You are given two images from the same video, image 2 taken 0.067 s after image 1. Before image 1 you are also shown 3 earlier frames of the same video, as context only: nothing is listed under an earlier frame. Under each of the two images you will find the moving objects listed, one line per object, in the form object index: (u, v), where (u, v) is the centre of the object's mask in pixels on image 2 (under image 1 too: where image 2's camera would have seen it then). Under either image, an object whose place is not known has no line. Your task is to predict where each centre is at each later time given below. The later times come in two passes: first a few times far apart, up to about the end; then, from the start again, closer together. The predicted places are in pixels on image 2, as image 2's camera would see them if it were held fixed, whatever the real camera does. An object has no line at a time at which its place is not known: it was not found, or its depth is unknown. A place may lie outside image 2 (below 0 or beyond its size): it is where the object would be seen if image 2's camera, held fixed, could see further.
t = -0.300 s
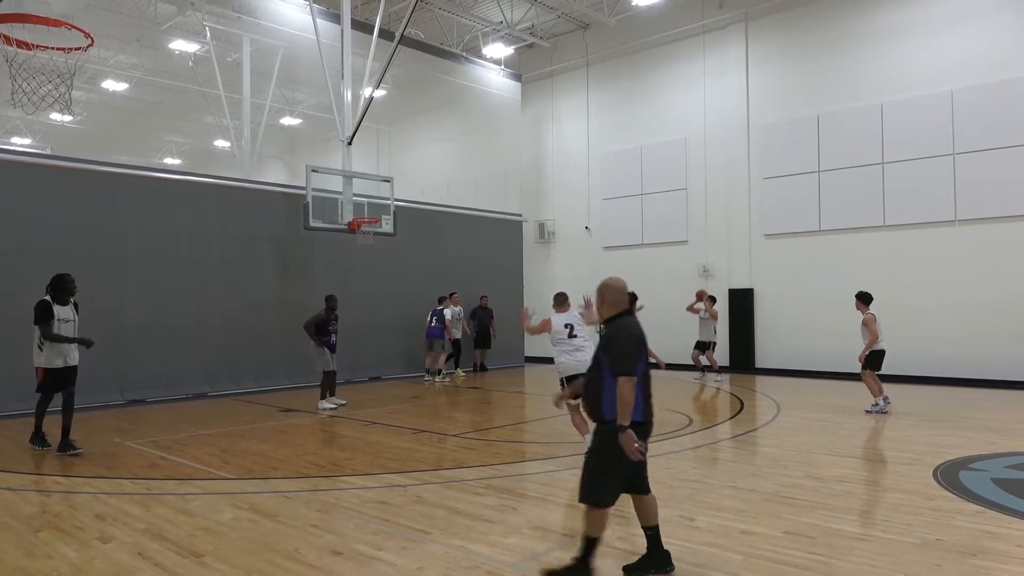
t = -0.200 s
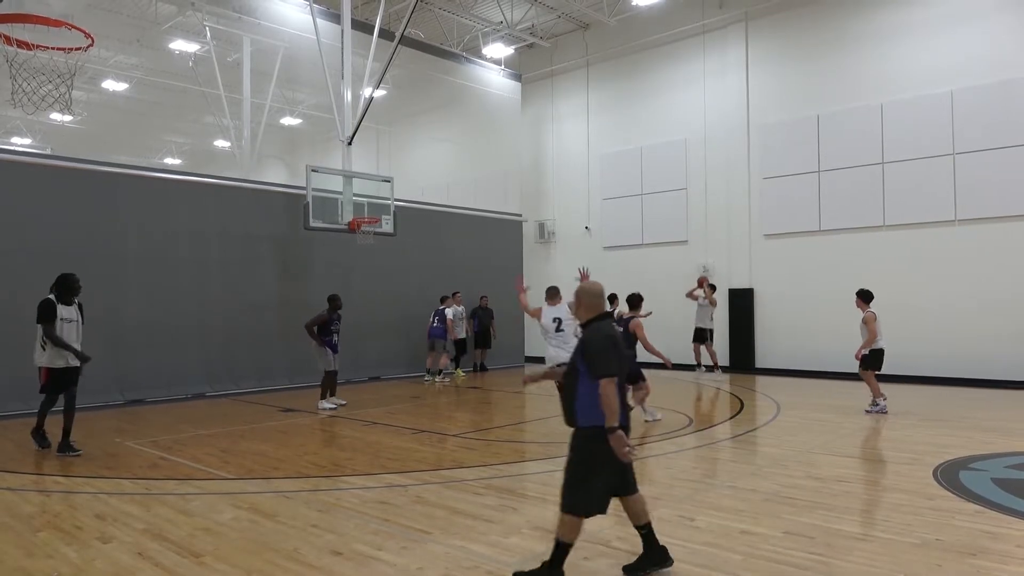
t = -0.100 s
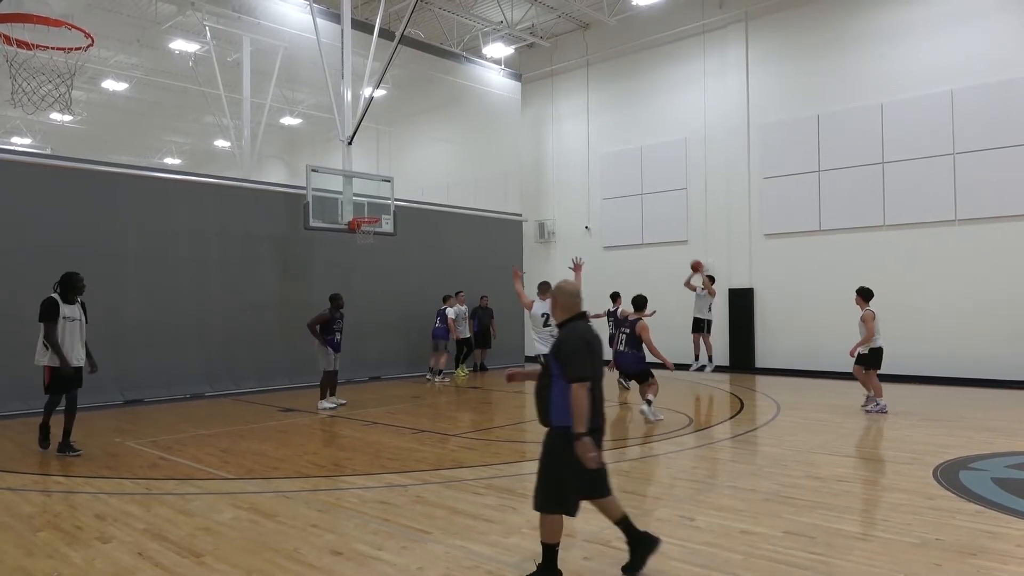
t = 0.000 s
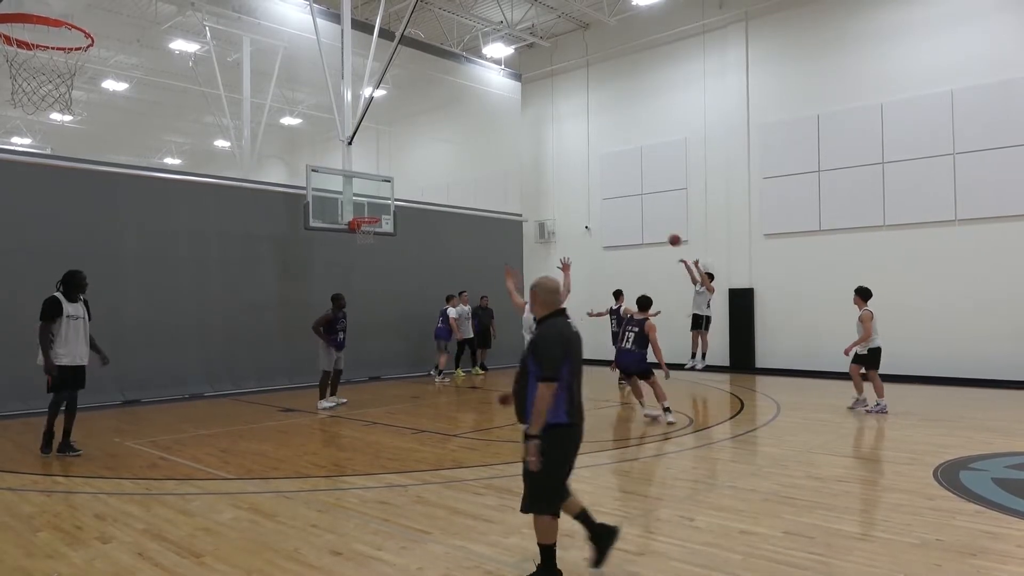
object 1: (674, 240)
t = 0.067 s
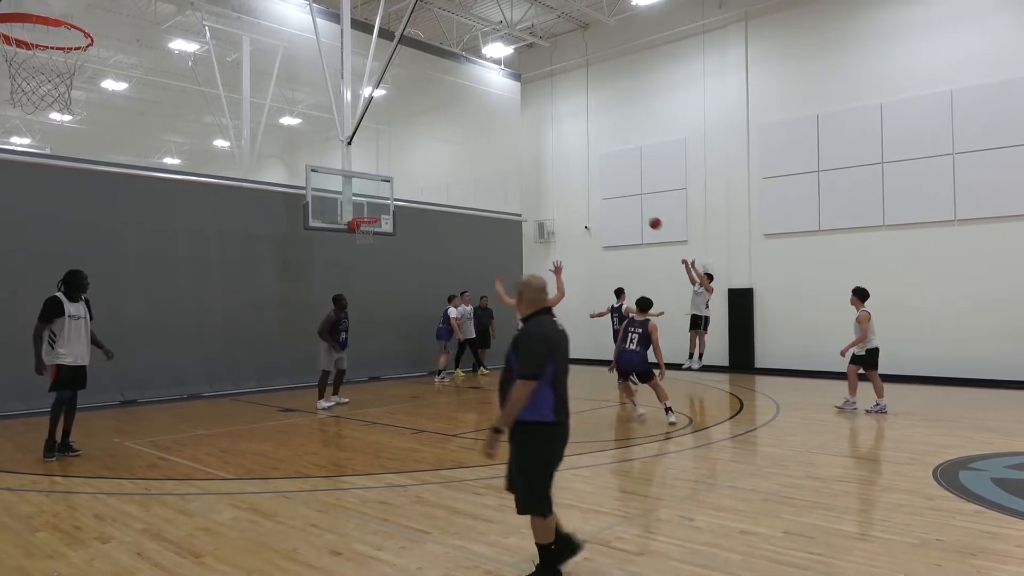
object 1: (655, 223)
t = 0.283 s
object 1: (592, 183)
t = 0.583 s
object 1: (503, 163)
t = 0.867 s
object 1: (415, 187)
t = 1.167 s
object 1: (353, 250)
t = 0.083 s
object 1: (650, 219)
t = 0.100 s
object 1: (646, 215)
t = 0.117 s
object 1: (640, 212)
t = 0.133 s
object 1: (636, 208)
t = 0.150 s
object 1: (631, 205)
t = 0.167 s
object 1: (626, 202)
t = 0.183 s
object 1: (621, 199)
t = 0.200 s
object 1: (616, 195)
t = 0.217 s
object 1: (611, 193)
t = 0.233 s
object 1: (607, 190)
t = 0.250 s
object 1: (602, 188)
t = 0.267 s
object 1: (597, 185)
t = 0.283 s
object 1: (592, 183)
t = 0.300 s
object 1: (587, 180)
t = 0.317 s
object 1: (582, 178)
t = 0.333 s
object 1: (578, 176)
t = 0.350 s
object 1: (573, 174)
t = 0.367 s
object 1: (568, 173)
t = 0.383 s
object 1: (563, 171)
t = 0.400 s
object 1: (558, 170)
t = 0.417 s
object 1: (553, 168)
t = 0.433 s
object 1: (548, 167)
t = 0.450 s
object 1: (543, 166)
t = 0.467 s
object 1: (538, 165)
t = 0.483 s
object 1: (533, 165)
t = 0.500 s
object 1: (528, 164)
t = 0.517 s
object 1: (523, 164)
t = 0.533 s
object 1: (518, 163)
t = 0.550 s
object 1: (513, 163)
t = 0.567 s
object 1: (508, 163)
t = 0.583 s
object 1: (503, 163)
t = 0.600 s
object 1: (498, 163)
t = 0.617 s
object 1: (493, 164)
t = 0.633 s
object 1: (488, 164)
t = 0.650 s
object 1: (483, 165)
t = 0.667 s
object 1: (478, 166)
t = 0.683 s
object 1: (472, 167)
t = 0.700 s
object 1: (467, 168)
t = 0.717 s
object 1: (462, 169)
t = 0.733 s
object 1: (457, 170)
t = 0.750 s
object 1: (452, 172)
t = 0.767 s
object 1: (447, 174)
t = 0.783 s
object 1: (441, 176)
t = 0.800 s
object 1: (436, 178)
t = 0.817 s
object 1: (431, 180)
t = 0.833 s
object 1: (425, 182)
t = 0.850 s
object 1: (420, 185)
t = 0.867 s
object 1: (415, 187)
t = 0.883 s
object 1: (410, 190)
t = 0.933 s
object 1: (394, 199)
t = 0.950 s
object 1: (388, 203)
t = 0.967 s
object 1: (383, 207)
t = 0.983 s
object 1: (377, 210)
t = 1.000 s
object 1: (372, 213)
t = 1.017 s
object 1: (369, 217)
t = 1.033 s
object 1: (367, 220)
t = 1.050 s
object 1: (358, 226)
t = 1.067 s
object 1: (356, 229)
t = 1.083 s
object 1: (354, 231)
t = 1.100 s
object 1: (355, 234)
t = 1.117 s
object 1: (355, 237)
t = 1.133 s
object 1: (354, 243)
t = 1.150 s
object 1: (354, 246)
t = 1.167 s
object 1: (353, 250)
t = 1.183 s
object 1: (353, 254)
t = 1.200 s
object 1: (353, 258)
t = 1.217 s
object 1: (353, 262)
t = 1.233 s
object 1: (353, 266)
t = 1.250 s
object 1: (352, 270)
